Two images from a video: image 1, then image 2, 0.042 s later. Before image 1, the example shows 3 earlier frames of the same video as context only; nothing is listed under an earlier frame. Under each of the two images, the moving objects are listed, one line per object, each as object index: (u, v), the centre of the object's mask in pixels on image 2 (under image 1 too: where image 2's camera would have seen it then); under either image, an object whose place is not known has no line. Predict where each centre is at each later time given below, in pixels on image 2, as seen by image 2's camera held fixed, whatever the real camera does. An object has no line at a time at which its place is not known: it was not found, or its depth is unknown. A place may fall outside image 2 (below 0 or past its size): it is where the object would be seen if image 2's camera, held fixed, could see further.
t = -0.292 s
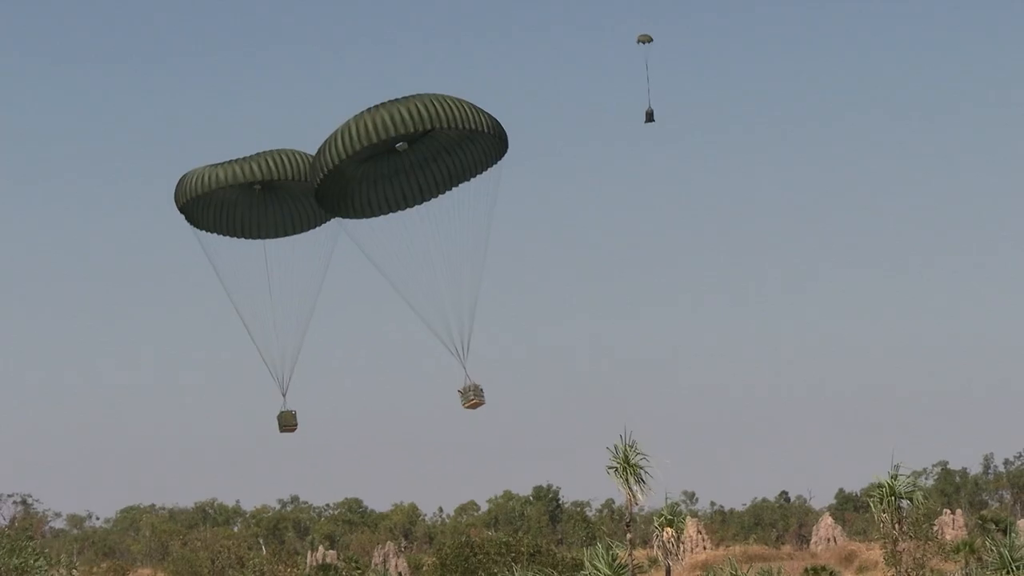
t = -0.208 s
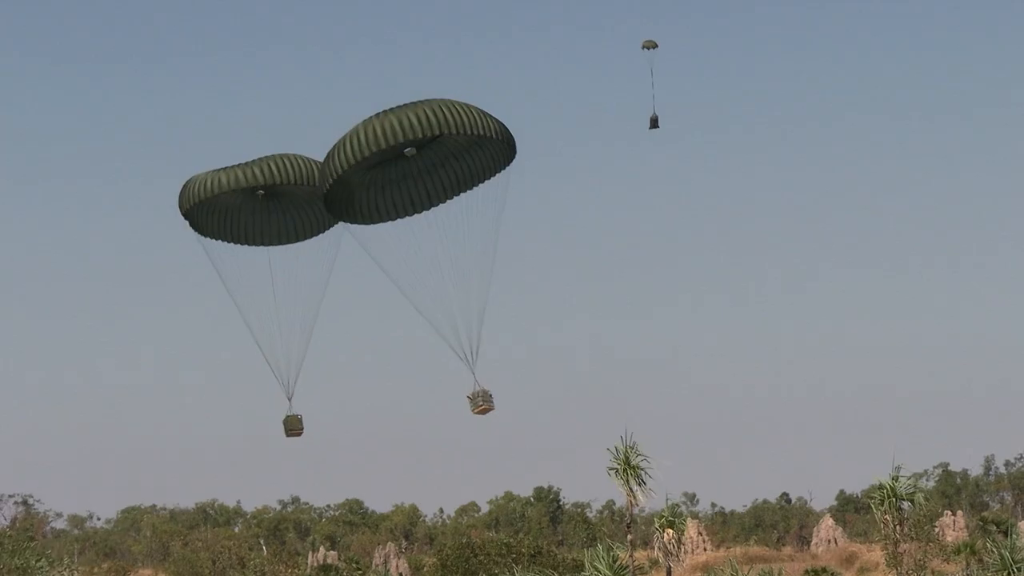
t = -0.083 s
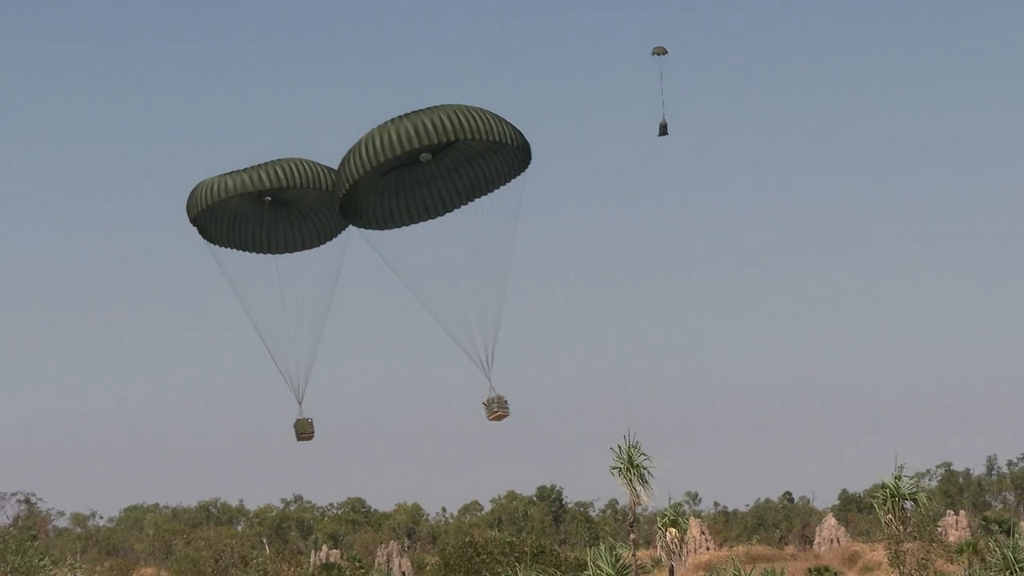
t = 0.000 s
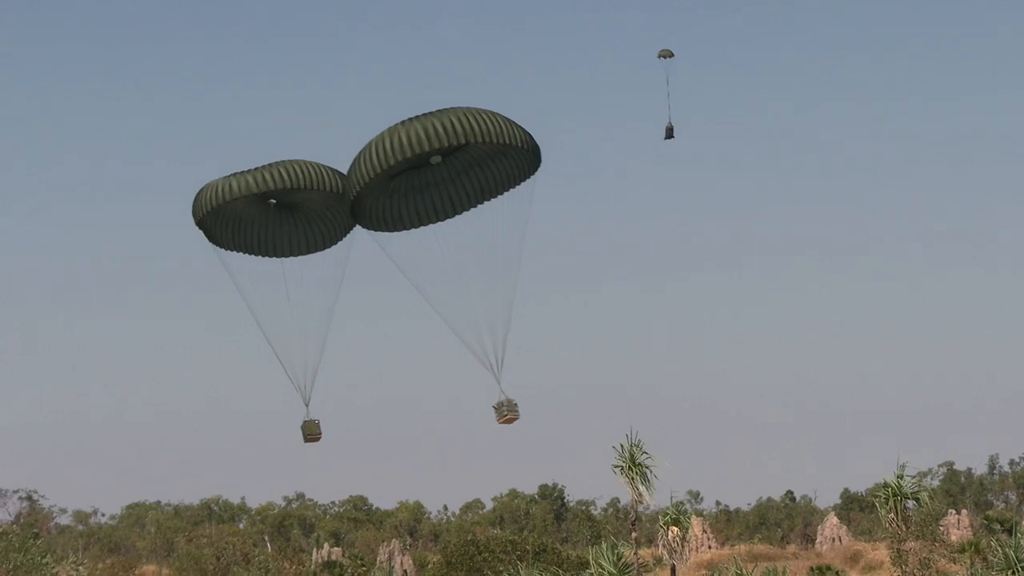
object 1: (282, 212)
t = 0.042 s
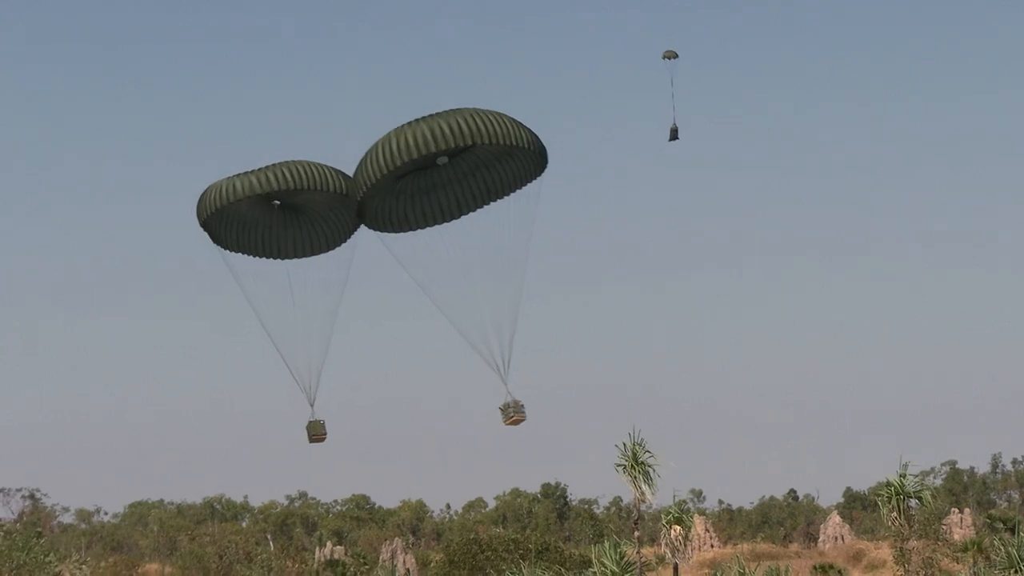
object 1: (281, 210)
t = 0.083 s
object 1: (277, 209)
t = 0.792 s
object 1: (309, 259)
